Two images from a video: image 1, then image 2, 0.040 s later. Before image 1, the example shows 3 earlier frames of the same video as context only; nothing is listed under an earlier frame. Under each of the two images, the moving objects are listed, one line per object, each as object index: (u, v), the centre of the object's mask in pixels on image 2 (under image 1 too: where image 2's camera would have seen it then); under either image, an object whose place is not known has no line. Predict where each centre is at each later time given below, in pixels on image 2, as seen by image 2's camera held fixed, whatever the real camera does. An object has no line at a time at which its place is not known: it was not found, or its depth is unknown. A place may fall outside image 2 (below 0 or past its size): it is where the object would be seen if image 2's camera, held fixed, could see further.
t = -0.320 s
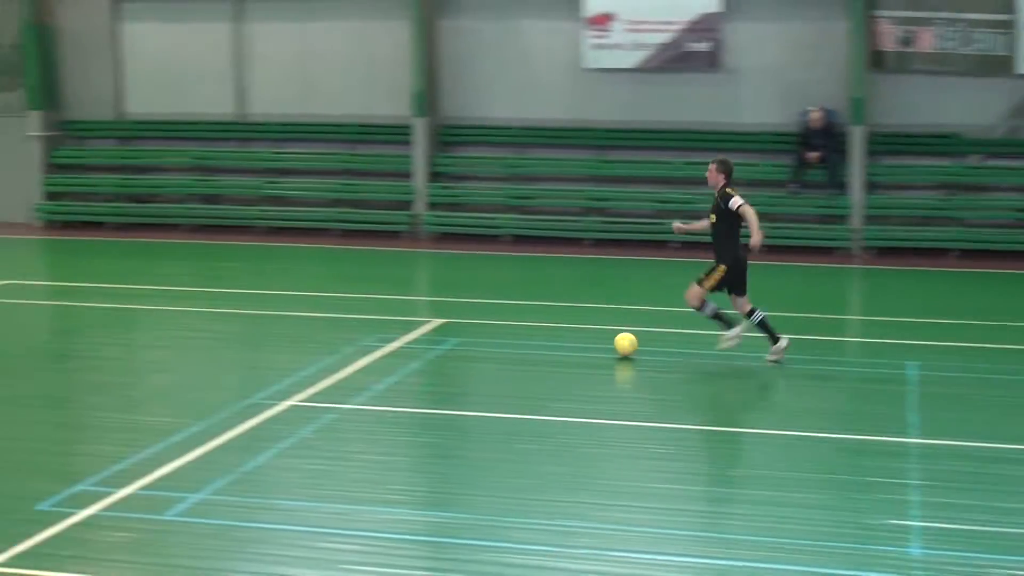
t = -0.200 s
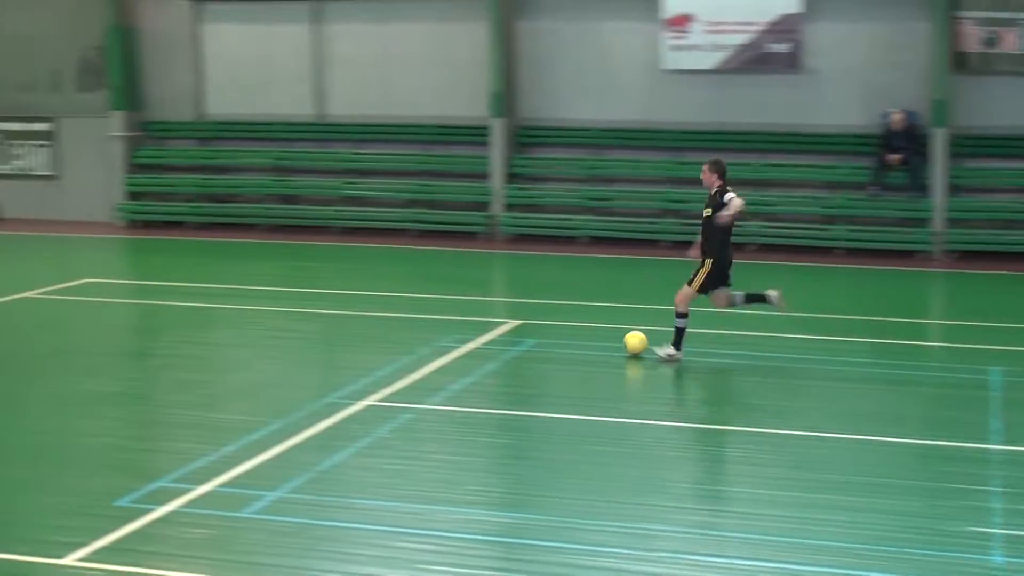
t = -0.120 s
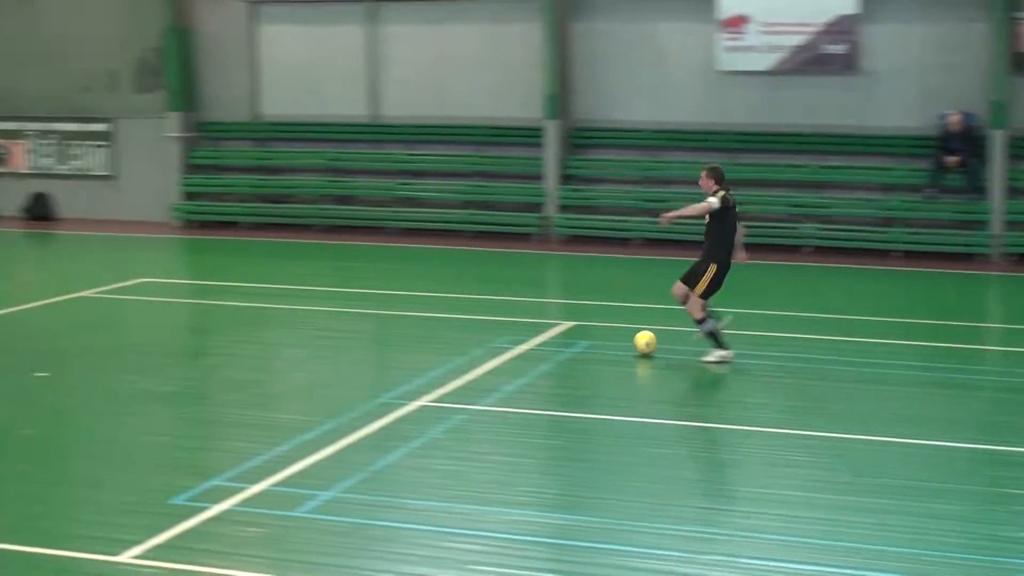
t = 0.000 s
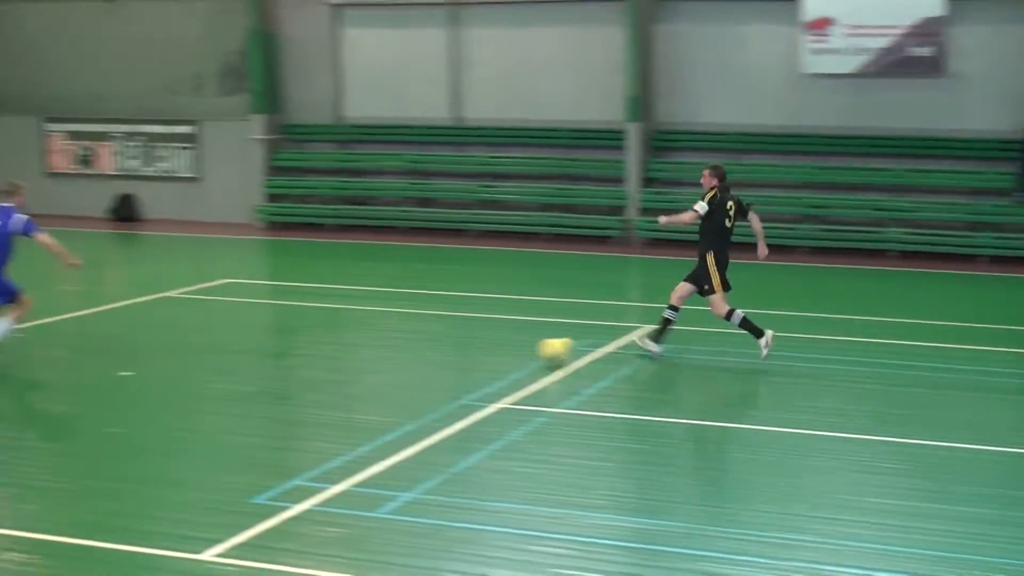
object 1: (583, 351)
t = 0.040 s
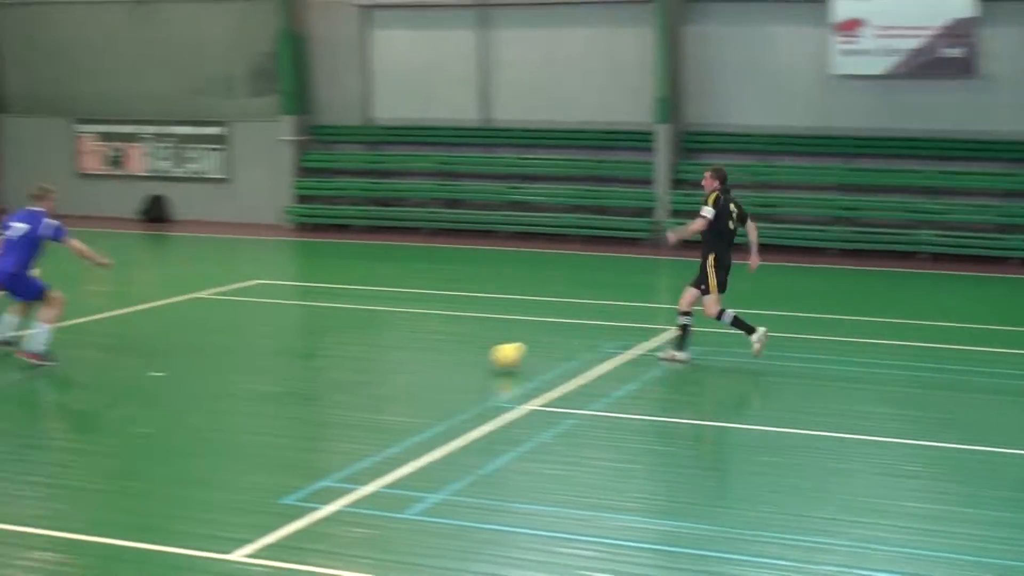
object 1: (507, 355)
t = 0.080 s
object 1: (431, 362)
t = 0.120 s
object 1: (356, 365)
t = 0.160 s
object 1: (279, 366)
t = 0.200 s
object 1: (200, 371)
